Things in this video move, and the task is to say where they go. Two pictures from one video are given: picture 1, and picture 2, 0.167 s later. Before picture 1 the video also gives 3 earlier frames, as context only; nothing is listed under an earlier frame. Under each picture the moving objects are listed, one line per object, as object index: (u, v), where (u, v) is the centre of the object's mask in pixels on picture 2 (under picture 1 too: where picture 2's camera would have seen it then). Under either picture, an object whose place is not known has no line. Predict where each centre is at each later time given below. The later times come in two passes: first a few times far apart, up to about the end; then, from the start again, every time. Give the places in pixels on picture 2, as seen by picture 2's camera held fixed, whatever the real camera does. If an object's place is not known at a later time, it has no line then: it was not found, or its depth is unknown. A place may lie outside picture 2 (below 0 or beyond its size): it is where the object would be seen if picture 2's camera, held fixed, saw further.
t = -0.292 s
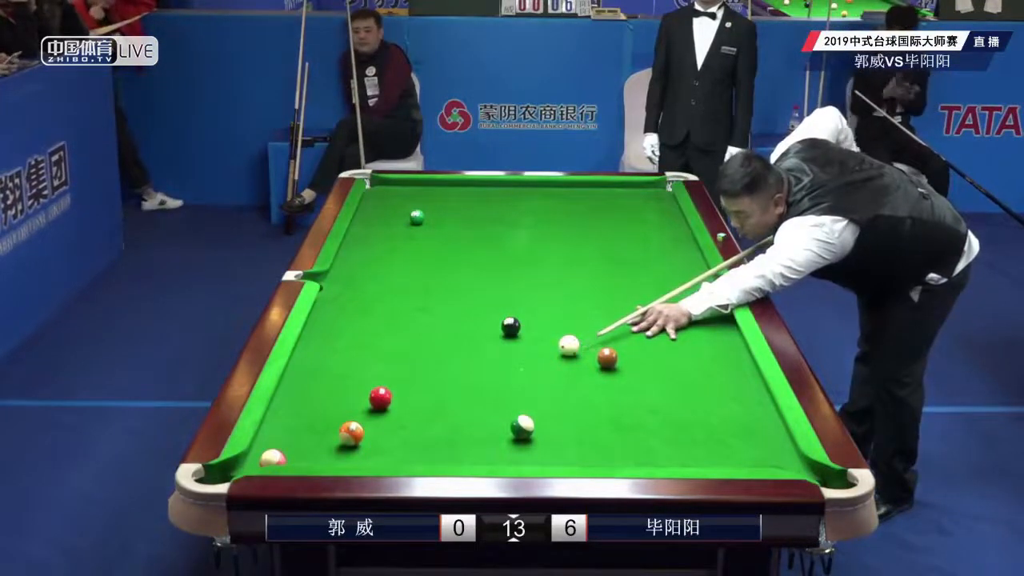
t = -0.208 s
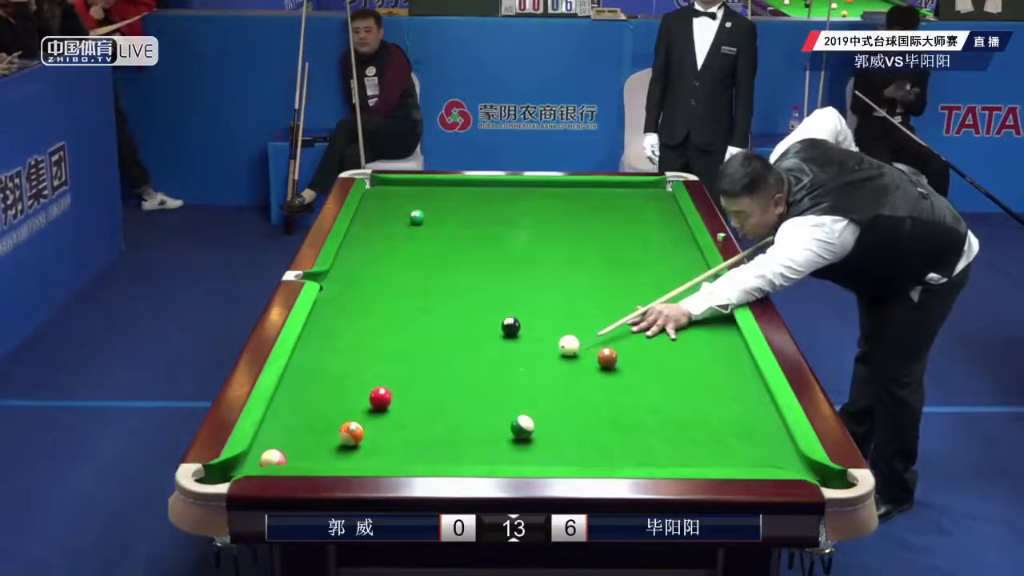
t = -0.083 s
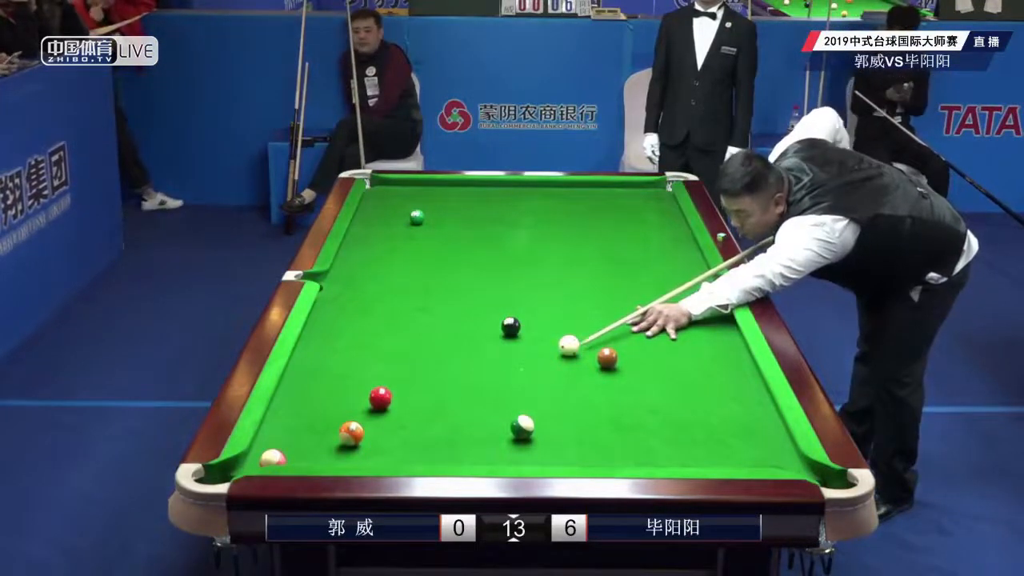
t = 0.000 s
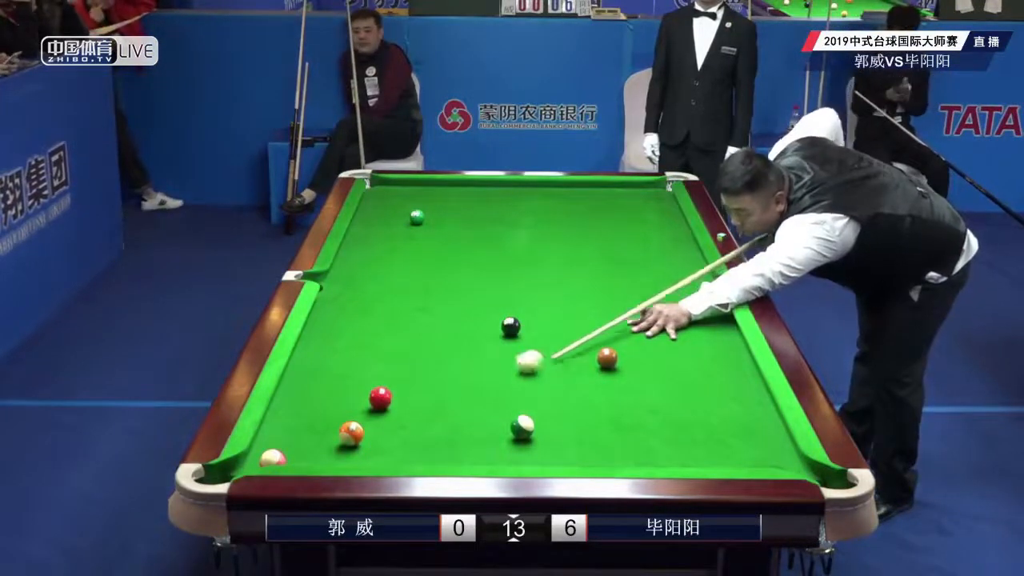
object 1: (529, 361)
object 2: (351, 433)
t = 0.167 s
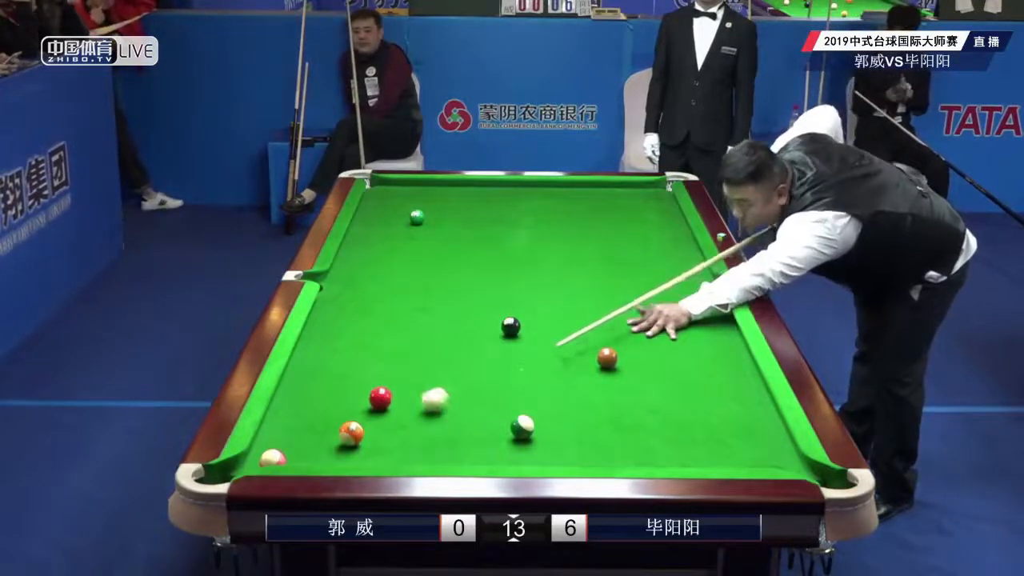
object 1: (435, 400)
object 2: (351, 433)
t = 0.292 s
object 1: (371, 426)
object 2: (347, 434)
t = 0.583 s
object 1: (380, 425)
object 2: (290, 457)
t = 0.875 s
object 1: (387, 426)
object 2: (287, 457)
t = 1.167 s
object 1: (389, 426)
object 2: (286, 455)
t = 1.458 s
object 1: (389, 426)
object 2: (284, 455)
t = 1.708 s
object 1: (389, 426)
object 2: (284, 455)
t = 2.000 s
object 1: (389, 426)
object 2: (284, 455)
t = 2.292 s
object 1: (389, 426)
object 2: (284, 455)
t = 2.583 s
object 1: (389, 425)
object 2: (283, 454)
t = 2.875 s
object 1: (389, 425)
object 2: (283, 454)
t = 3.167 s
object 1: (389, 425)
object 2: (283, 454)
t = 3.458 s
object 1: (389, 425)
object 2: (283, 454)
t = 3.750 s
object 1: (389, 425)
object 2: (283, 454)
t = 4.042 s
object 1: (389, 425)
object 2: (283, 454)
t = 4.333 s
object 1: (389, 425)
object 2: (283, 454)
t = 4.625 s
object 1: (389, 425)
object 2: (283, 454)
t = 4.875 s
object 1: (390, 424)
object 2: (283, 454)
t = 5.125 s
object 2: (283, 454)
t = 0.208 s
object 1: (412, 409)
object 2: (351, 433)
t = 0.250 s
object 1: (388, 418)
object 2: (351, 433)
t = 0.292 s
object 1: (371, 426)
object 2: (347, 434)
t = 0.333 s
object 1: (371, 426)
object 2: (323, 443)
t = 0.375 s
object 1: (373, 426)
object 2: (301, 451)
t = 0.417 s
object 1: (374, 426)
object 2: (294, 453)
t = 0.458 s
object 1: (375, 426)
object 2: (294, 454)
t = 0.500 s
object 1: (376, 426)
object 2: (293, 455)
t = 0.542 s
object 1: (378, 426)
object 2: (292, 456)
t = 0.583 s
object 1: (380, 425)
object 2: (290, 457)
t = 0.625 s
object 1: (382, 426)
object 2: (289, 457)
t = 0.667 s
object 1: (383, 426)
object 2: (288, 458)
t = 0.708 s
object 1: (383, 426)
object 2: (287, 458)
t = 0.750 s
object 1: (384, 426)
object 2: (287, 458)
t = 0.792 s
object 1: (385, 426)
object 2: (287, 457)
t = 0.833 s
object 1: (386, 426)
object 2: (287, 457)
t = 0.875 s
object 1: (387, 426)
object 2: (287, 457)
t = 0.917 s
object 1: (387, 426)
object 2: (286, 457)
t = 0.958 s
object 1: (387, 426)
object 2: (286, 456)
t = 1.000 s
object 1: (388, 426)
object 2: (286, 456)
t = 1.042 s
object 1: (388, 426)
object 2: (286, 456)
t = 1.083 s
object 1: (388, 426)
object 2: (286, 456)
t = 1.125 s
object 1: (389, 426)
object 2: (286, 455)
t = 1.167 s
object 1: (389, 426)
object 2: (286, 455)
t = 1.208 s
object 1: (389, 426)
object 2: (285, 455)
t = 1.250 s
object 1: (389, 426)
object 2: (285, 455)
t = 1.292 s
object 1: (389, 426)
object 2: (285, 455)
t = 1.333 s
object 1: (389, 425)
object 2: (285, 455)
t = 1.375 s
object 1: (389, 426)
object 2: (285, 455)
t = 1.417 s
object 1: (389, 425)
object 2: (284, 455)
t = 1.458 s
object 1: (389, 426)
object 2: (284, 455)
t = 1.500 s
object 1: (389, 426)
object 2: (284, 455)
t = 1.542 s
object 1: (389, 425)
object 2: (284, 455)
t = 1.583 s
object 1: (389, 426)
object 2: (284, 455)
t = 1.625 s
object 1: (389, 426)
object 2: (284, 455)
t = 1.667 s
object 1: (389, 426)
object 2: (284, 455)
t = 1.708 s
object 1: (389, 426)
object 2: (284, 455)
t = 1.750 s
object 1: (389, 426)
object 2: (284, 455)
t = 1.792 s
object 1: (389, 425)
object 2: (284, 455)
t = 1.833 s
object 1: (389, 426)
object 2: (284, 455)
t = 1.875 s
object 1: (389, 426)
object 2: (284, 455)
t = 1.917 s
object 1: (389, 426)
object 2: (284, 455)
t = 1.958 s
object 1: (389, 426)
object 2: (284, 455)
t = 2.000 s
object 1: (389, 426)
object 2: (284, 455)
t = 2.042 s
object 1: (389, 426)
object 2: (284, 455)
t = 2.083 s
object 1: (389, 426)
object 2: (284, 455)
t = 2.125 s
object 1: (389, 426)
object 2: (284, 455)
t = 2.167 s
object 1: (389, 426)
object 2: (284, 455)
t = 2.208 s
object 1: (389, 426)
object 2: (284, 455)
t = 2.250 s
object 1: (389, 426)
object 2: (284, 455)
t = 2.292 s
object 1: (389, 426)
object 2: (284, 455)
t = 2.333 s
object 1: (389, 426)
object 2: (283, 454)
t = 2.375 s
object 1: (389, 426)
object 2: (283, 454)
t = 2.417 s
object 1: (389, 426)
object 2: (283, 454)
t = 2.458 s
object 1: (389, 426)
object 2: (283, 454)
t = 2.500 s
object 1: (389, 426)
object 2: (283, 454)
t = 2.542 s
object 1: (389, 425)
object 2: (283, 454)
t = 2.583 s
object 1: (389, 425)
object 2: (283, 454)
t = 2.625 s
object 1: (389, 425)
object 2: (283, 454)
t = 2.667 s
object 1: (389, 425)
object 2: (283, 454)
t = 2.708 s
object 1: (389, 425)
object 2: (283, 454)
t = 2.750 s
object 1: (389, 425)
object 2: (283, 454)
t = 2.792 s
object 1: (389, 425)
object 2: (283, 454)
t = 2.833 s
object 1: (389, 425)
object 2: (283, 454)
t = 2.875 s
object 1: (389, 425)
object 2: (283, 454)
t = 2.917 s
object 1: (389, 425)
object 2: (283, 454)
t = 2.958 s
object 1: (389, 425)
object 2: (283, 454)
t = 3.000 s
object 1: (389, 425)
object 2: (283, 454)
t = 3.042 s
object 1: (389, 425)
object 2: (283, 454)
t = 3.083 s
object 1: (389, 425)
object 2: (283, 454)
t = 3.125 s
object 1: (389, 425)
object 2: (283, 454)
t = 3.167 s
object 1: (389, 425)
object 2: (283, 454)
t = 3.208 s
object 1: (389, 425)
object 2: (283, 454)
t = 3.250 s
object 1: (389, 425)
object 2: (283, 454)
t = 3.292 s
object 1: (389, 425)
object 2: (283, 454)
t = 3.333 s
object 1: (389, 425)
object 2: (283, 454)
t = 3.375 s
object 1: (389, 425)
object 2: (283, 454)
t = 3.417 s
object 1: (389, 425)
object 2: (283, 454)
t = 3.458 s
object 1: (389, 425)
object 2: (283, 454)
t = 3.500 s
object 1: (389, 425)
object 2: (283, 454)
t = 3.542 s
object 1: (389, 425)
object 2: (283, 454)
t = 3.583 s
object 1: (389, 425)
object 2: (283, 454)
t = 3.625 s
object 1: (389, 425)
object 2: (283, 454)
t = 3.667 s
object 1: (389, 425)
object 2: (283, 454)
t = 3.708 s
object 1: (389, 425)
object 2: (283, 454)
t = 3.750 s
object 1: (389, 425)
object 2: (283, 454)
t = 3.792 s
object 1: (389, 425)
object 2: (283, 454)
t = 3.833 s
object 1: (389, 425)
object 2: (283, 454)
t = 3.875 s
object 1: (389, 425)
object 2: (283, 454)
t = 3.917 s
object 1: (389, 425)
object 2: (283, 454)
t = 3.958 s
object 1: (389, 425)
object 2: (283, 454)
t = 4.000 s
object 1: (389, 425)
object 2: (283, 454)
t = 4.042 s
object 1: (389, 425)
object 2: (283, 454)
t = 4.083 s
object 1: (389, 425)
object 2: (283, 454)
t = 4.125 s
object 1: (389, 425)
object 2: (283, 454)
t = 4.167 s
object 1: (389, 425)
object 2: (283, 454)
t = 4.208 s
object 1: (389, 425)
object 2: (283, 454)
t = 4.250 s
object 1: (389, 425)
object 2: (283, 454)
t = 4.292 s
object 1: (389, 425)
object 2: (283, 454)
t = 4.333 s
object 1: (389, 425)
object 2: (283, 454)
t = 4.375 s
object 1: (389, 425)
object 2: (283, 454)
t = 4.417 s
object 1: (389, 425)
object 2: (283, 454)
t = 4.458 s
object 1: (389, 425)
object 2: (283, 454)
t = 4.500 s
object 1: (389, 425)
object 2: (283, 454)
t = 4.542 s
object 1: (389, 425)
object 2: (283, 454)
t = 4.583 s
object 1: (389, 425)
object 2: (283, 454)
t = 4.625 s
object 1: (389, 425)
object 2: (283, 454)
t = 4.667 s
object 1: (389, 425)
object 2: (283, 454)
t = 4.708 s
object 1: (389, 425)
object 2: (283, 454)
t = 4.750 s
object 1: (389, 425)
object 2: (283, 454)
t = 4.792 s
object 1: (389, 425)
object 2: (283, 454)
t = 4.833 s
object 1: (390, 424)
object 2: (283, 454)
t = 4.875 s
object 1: (390, 424)
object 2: (283, 454)
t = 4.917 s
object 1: (389, 425)
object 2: (283, 454)
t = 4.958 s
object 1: (388, 425)
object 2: (283, 454)
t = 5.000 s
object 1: (388, 421)
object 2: (283, 454)
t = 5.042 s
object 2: (283, 454)
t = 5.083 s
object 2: (283, 454)
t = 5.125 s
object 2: (283, 454)
